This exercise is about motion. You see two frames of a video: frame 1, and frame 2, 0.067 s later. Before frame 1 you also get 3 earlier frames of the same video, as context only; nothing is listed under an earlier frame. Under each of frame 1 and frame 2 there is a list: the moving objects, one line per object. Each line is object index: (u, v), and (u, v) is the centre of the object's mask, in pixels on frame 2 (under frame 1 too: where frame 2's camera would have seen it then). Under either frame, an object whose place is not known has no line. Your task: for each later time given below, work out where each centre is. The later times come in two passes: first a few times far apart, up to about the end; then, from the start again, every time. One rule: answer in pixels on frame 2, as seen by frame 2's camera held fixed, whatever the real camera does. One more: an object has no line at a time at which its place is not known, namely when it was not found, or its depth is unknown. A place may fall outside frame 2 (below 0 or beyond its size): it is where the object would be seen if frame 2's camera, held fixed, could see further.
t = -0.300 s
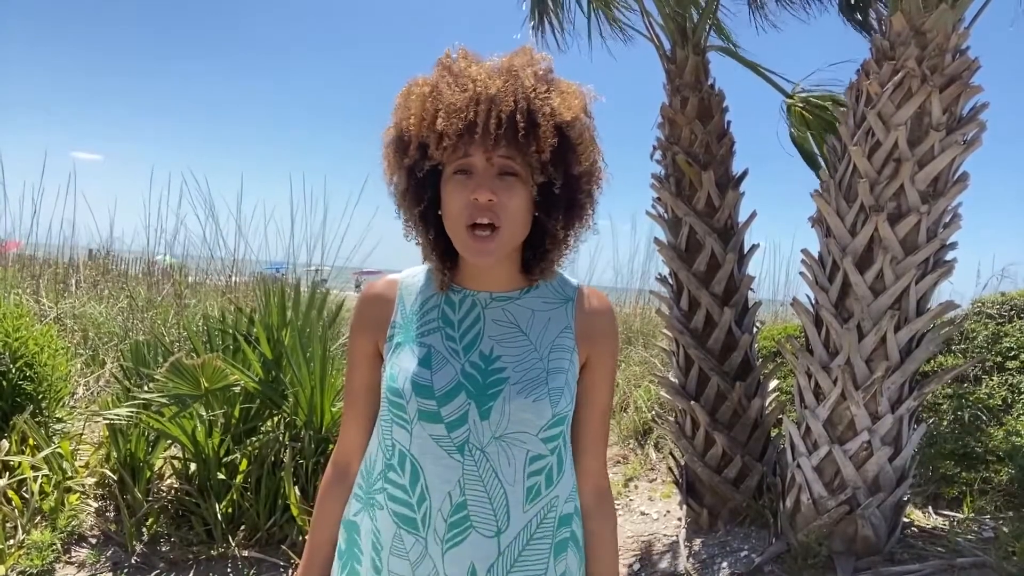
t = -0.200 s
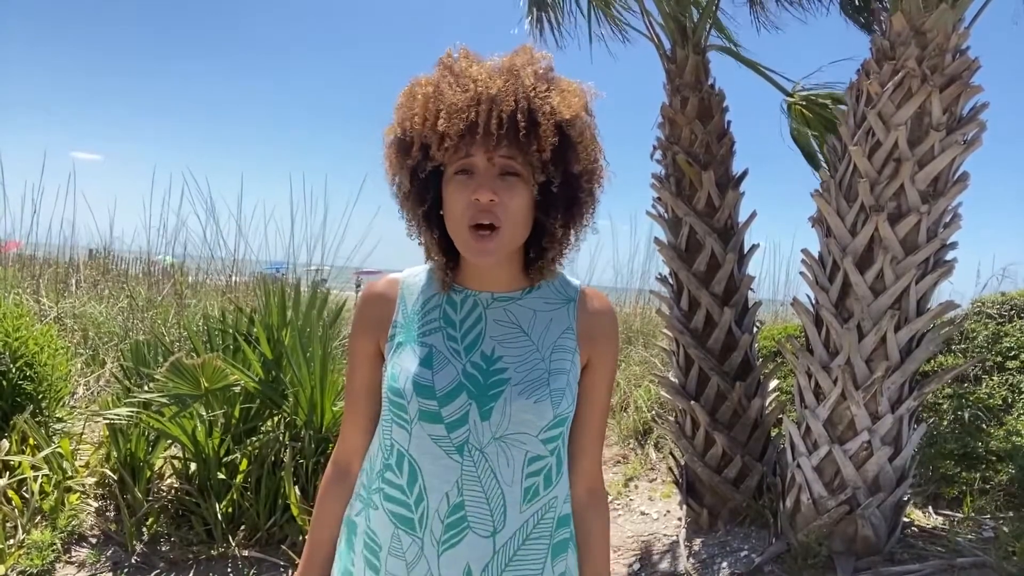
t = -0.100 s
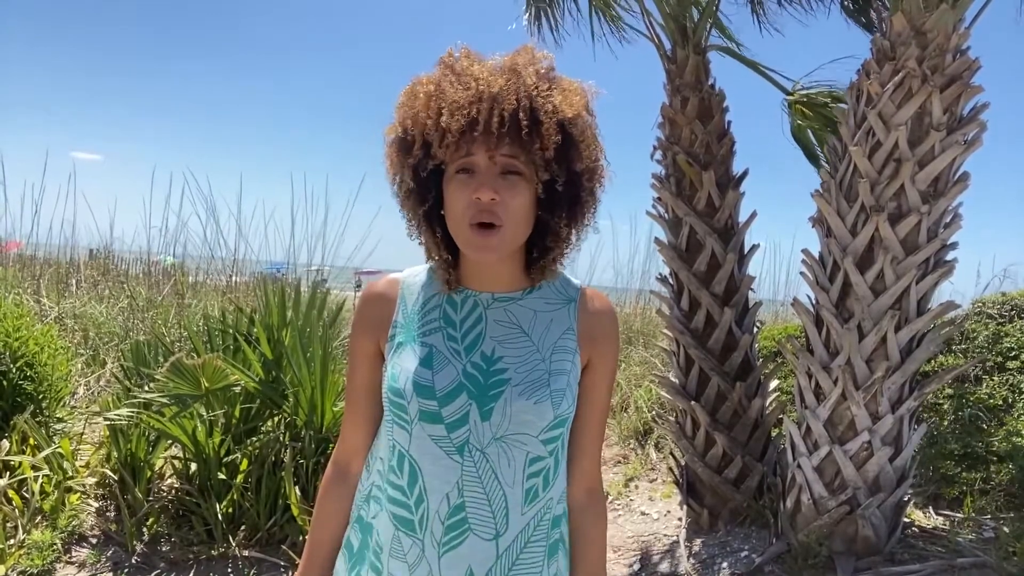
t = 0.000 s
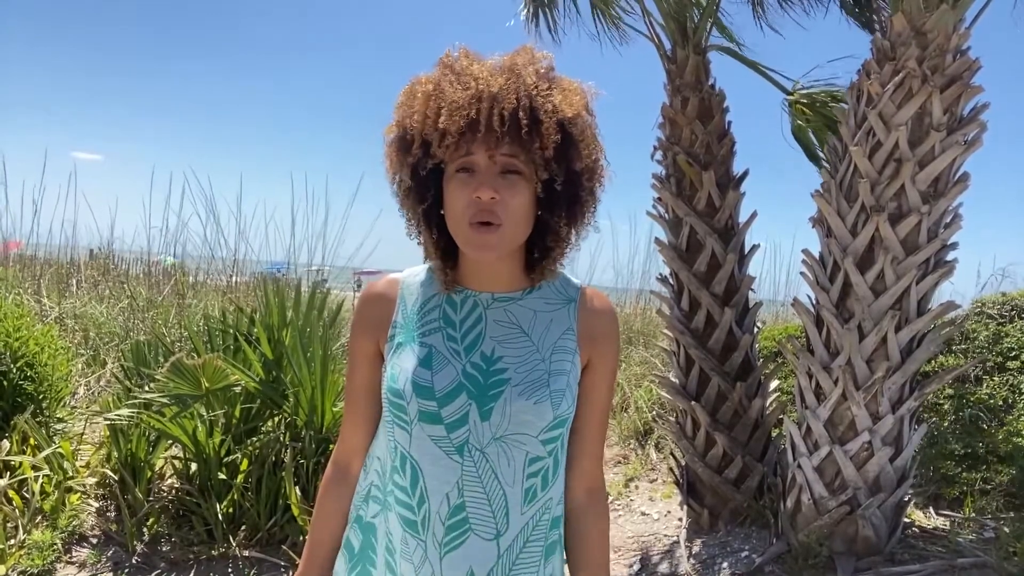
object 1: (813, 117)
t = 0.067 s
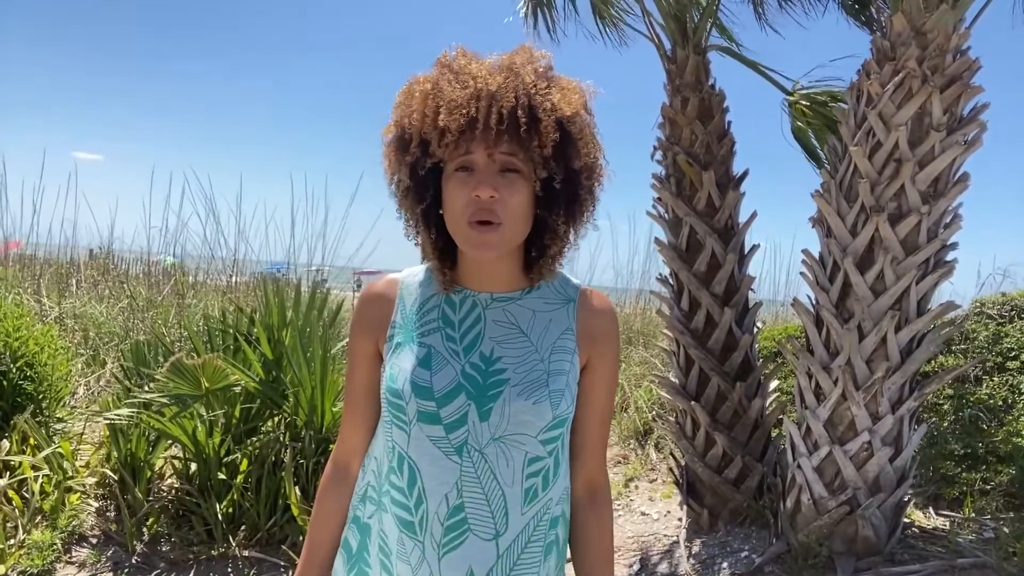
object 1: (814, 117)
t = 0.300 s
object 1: (813, 118)
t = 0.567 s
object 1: (812, 120)
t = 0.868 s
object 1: (811, 125)
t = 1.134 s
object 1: (809, 131)
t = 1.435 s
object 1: (805, 138)
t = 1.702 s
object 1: (803, 139)
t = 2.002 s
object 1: (800, 145)
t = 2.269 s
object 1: (800, 145)
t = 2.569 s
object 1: (800, 145)
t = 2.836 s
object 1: (801, 143)
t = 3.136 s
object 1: (803, 137)
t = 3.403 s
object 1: (805, 136)
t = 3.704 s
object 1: (805, 136)
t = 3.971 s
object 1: (801, 141)
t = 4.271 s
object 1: (797, 144)
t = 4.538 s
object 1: (796, 148)
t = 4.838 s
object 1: (797, 145)
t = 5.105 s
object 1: (797, 146)
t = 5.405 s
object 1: (798, 145)
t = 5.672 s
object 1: (801, 140)
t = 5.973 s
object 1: (801, 140)
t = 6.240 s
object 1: (800, 143)
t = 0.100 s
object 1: (814, 117)
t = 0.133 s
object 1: (813, 117)
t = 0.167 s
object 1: (813, 117)
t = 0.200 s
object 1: (813, 117)
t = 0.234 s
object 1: (813, 117)
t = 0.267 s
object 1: (813, 118)
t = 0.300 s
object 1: (813, 118)
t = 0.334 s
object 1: (813, 118)
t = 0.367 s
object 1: (813, 118)
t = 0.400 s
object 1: (813, 118)
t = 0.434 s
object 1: (813, 119)
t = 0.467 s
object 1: (813, 119)
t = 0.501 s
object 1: (812, 120)
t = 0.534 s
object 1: (812, 120)
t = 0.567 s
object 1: (812, 120)
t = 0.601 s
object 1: (813, 120)
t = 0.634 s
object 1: (812, 120)
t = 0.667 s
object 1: (812, 120)
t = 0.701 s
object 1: (812, 121)
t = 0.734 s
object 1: (812, 122)
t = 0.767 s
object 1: (812, 122)
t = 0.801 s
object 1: (812, 123)
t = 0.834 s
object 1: (812, 124)
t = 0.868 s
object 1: (811, 125)
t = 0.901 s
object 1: (811, 126)
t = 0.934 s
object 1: (811, 127)
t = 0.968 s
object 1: (811, 128)
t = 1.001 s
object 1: (810, 129)
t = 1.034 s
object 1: (810, 129)
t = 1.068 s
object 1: (809, 130)
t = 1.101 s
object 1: (809, 131)
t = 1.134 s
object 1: (809, 131)
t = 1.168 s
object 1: (808, 132)
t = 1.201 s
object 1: (808, 133)
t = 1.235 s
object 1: (807, 134)
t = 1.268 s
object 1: (807, 135)
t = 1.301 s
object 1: (806, 136)
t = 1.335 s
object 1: (806, 138)
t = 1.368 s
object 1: (806, 137)
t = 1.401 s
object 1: (805, 138)
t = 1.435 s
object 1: (805, 138)
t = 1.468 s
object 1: (804, 139)
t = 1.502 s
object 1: (804, 139)
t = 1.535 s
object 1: (804, 139)
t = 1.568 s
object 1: (804, 139)
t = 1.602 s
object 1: (803, 139)
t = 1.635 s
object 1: (804, 139)
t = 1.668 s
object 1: (803, 139)
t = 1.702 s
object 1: (803, 139)
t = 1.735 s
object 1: (802, 140)
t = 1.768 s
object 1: (802, 140)
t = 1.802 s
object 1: (801, 141)
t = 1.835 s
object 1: (801, 141)
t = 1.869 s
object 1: (801, 142)
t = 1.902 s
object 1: (800, 143)
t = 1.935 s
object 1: (800, 143)
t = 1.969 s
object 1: (800, 144)
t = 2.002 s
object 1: (800, 145)
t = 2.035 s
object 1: (799, 144)
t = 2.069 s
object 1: (799, 145)
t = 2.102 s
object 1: (800, 145)
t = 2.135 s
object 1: (799, 146)
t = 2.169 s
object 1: (800, 145)
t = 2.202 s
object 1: (800, 145)
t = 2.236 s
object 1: (800, 145)
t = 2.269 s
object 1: (800, 145)
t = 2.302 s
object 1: (800, 146)
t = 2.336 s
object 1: (799, 147)
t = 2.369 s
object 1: (799, 146)
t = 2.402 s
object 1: (799, 147)
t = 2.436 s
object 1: (799, 146)
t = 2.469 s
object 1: (799, 146)
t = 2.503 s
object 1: (799, 146)
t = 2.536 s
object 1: (800, 145)
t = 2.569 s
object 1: (800, 145)
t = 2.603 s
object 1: (800, 145)
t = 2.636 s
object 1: (800, 145)
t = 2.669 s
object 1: (800, 145)
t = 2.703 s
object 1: (800, 145)
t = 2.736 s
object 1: (801, 144)
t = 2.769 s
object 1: (801, 144)
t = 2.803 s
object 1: (801, 143)
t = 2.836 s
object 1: (801, 143)
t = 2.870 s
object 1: (801, 142)
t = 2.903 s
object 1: (801, 142)
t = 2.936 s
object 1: (801, 142)
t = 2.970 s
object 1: (801, 142)
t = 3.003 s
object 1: (801, 141)
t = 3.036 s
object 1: (801, 141)
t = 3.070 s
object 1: (801, 140)
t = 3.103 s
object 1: (802, 138)
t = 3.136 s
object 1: (803, 137)
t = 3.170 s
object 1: (803, 138)
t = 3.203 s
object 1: (803, 139)
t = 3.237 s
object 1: (804, 139)
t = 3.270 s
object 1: (804, 138)
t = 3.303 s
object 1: (804, 137)
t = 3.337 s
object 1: (804, 138)
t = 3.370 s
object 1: (804, 137)
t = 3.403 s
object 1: (805, 136)
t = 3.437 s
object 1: (804, 137)
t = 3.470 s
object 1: (805, 136)
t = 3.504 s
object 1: (805, 136)
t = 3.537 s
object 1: (805, 136)
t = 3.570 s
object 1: (805, 135)
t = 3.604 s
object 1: (805, 135)
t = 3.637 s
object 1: (805, 134)
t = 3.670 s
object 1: (805, 136)
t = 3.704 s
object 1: (805, 136)
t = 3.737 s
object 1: (805, 135)
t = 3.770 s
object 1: (804, 136)
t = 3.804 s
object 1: (804, 136)
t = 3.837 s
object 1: (804, 136)
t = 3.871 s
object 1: (803, 136)
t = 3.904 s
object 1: (802, 138)
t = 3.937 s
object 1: (802, 140)
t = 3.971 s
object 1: (801, 141)
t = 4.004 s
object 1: (801, 142)
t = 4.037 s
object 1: (801, 143)
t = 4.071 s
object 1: (800, 143)
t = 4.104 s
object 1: (799, 144)
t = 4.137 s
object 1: (798, 145)
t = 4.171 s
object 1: (798, 145)
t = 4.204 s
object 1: (798, 145)
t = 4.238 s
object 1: (797, 145)
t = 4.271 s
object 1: (797, 144)
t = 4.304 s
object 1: (797, 146)
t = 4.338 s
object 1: (797, 147)
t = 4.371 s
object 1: (796, 147)
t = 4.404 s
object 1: (796, 148)
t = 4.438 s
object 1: (796, 147)
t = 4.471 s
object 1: (797, 147)
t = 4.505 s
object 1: (797, 147)
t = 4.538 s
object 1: (796, 148)
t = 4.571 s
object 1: (796, 148)
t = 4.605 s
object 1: (797, 147)
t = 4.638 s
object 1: (797, 147)
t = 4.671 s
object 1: (797, 147)
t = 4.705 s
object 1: (796, 147)
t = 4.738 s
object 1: (797, 147)
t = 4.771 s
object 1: (797, 146)
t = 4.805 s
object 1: (797, 146)
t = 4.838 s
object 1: (797, 145)
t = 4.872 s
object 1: (797, 145)
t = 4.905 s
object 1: (797, 146)
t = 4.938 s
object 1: (797, 146)
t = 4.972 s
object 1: (797, 147)
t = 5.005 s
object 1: (797, 146)
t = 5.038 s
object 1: (797, 147)
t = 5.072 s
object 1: (797, 146)
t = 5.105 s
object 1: (797, 146)
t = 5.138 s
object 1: (797, 147)
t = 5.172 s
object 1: (797, 146)
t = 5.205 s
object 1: (798, 146)
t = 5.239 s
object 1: (798, 146)
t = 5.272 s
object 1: (798, 146)
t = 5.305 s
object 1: (799, 146)
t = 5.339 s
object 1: (799, 145)
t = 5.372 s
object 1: (799, 144)
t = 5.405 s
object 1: (798, 145)
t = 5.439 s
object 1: (799, 145)
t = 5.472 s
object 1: (800, 144)
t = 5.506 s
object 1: (800, 143)
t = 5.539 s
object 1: (801, 141)
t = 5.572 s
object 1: (801, 140)
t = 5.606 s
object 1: (801, 140)
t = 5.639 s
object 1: (801, 140)
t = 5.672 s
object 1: (801, 140)
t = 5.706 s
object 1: (801, 139)
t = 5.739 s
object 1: (801, 139)
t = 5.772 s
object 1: (801, 139)
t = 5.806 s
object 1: (801, 138)
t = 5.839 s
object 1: (801, 138)
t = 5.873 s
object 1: (801, 139)
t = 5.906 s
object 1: (801, 139)
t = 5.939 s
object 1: (801, 139)
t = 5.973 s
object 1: (801, 140)
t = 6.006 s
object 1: (801, 140)
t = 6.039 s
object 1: (801, 140)
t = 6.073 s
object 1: (801, 140)
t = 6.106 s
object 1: (800, 141)
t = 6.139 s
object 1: (801, 141)
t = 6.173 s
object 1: (800, 142)
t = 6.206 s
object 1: (800, 143)
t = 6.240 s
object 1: (800, 143)
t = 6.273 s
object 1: (799, 144)
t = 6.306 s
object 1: (800, 144)
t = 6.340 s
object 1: (799, 144)
